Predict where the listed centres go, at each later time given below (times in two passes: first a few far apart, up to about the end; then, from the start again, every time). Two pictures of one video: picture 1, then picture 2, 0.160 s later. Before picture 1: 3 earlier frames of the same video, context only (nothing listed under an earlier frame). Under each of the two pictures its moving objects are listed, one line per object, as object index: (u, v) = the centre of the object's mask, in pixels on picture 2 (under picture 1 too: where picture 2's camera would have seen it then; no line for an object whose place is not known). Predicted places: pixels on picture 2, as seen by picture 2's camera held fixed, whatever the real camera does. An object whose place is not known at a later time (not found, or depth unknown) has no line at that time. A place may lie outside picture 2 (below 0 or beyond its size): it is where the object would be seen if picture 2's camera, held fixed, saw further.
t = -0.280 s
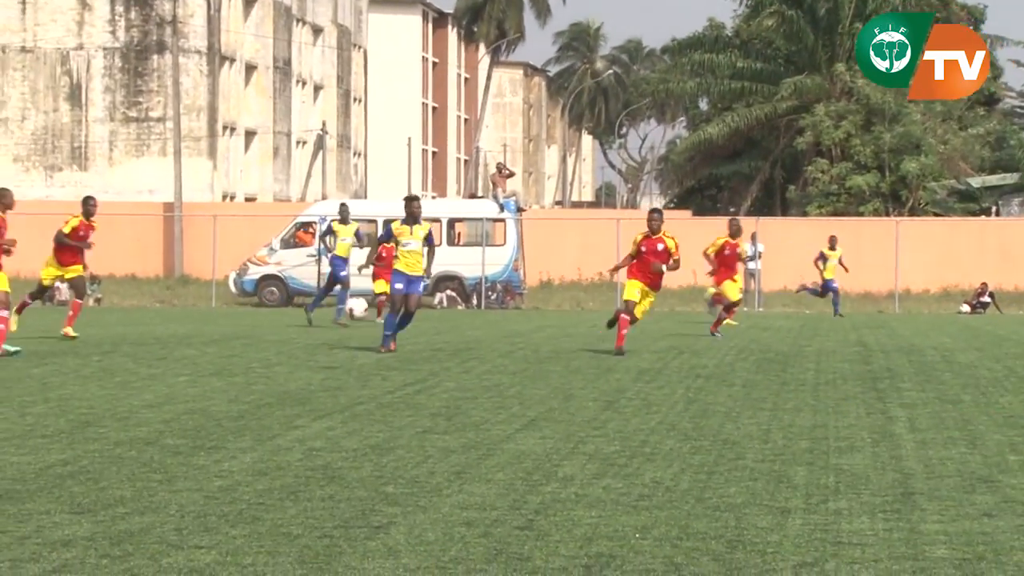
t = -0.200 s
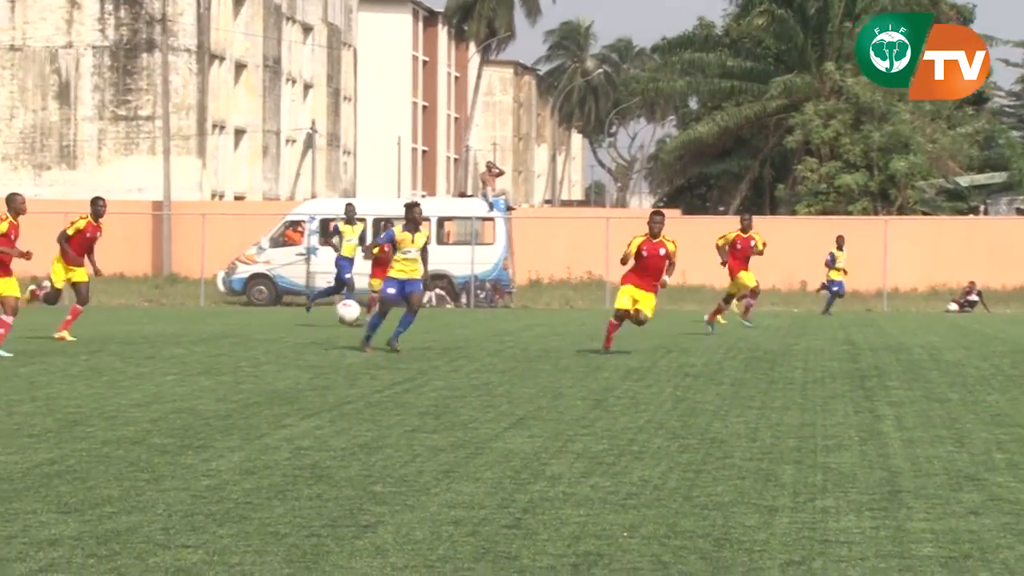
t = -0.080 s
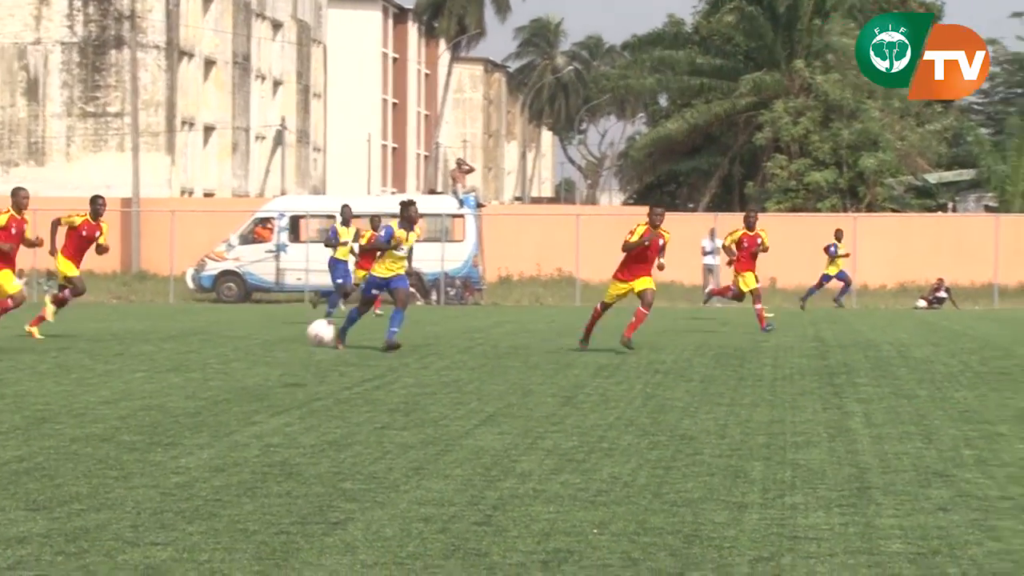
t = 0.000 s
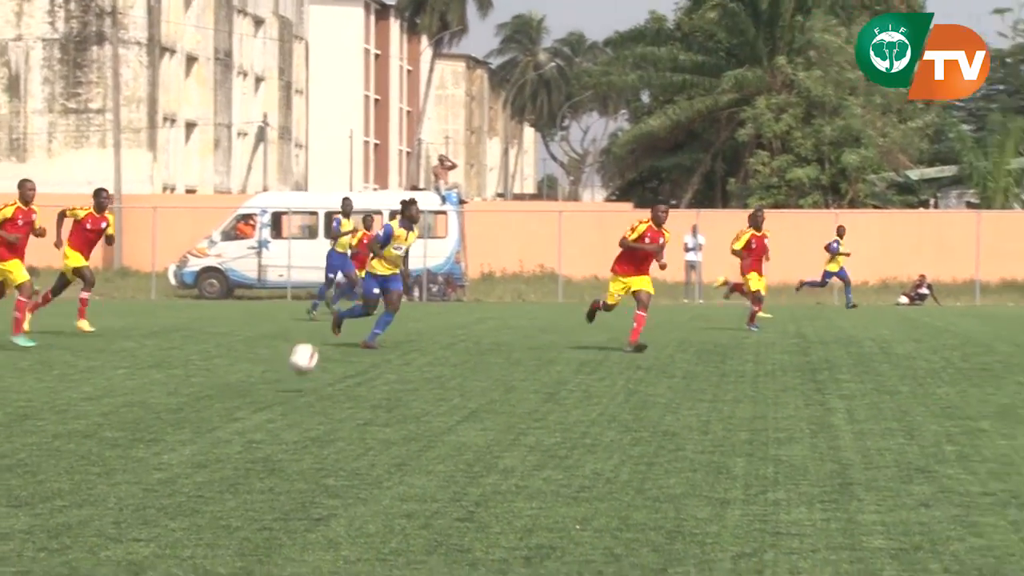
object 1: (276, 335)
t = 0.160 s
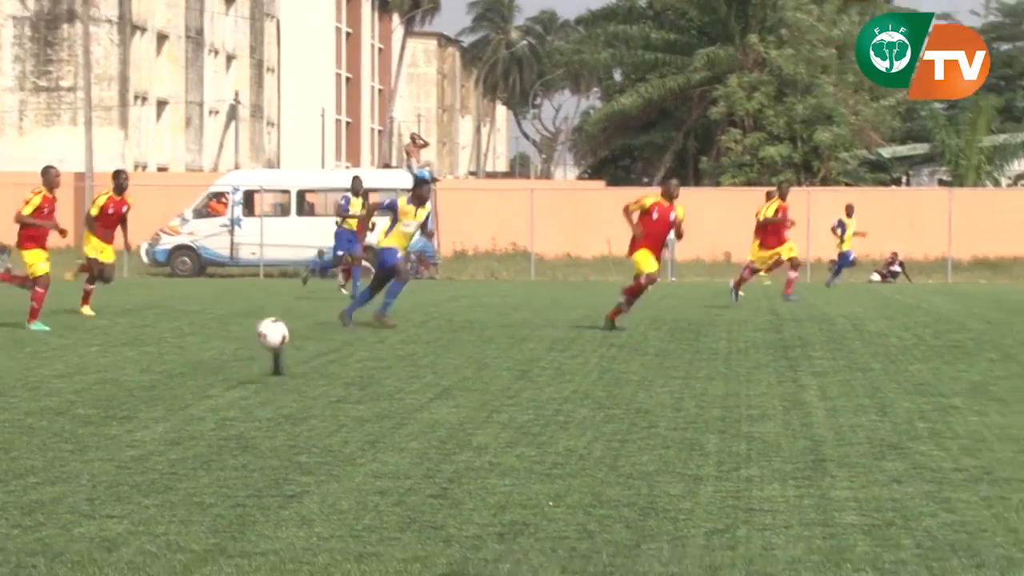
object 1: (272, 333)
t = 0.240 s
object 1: (270, 321)
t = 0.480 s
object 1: (259, 348)
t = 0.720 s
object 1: (250, 391)
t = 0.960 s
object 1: (242, 379)
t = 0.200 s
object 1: (271, 325)
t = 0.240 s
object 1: (270, 321)
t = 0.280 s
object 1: (268, 318)
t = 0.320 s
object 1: (266, 317)
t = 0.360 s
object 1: (264, 320)
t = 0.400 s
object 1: (263, 327)
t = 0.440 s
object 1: (261, 335)
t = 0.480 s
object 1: (259, 348)
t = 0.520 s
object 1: (257, 364)
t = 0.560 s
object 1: (255, 383)
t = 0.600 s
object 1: (253, 407)
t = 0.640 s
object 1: (250, 421)
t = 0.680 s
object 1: (250, 404)
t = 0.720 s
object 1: (250, 391)
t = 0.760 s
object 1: (248, 381)
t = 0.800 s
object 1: (247, 374)
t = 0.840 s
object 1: (246, 371)
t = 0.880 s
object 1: (245, 370)
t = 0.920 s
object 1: (244, 373)
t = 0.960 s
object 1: (242, 379)
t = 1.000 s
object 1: (241, 389)
